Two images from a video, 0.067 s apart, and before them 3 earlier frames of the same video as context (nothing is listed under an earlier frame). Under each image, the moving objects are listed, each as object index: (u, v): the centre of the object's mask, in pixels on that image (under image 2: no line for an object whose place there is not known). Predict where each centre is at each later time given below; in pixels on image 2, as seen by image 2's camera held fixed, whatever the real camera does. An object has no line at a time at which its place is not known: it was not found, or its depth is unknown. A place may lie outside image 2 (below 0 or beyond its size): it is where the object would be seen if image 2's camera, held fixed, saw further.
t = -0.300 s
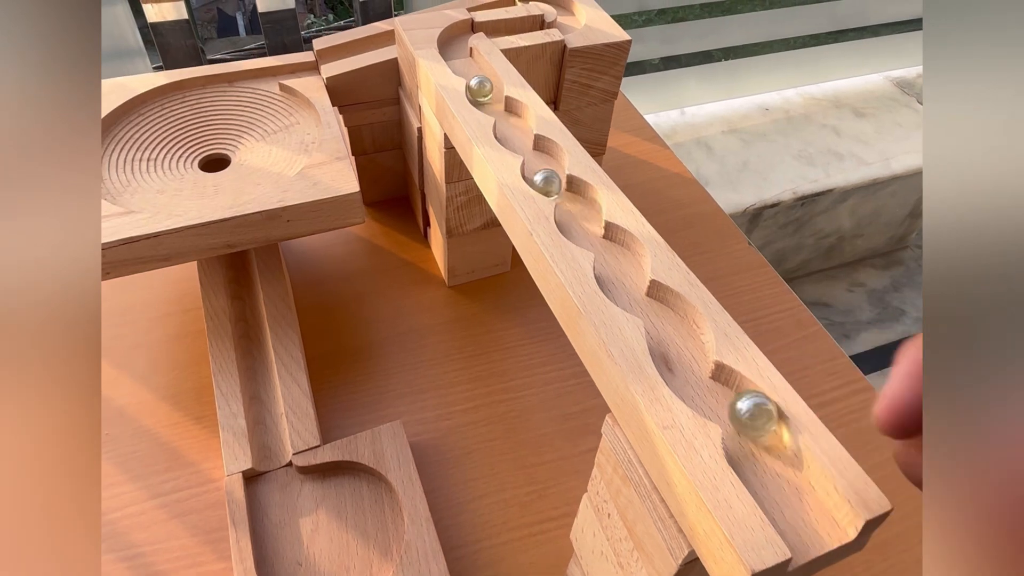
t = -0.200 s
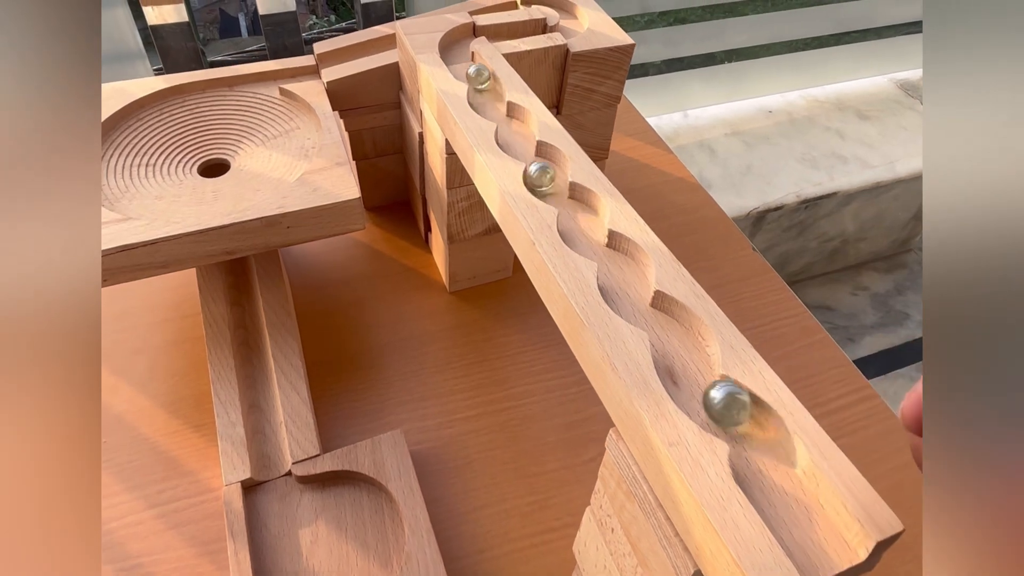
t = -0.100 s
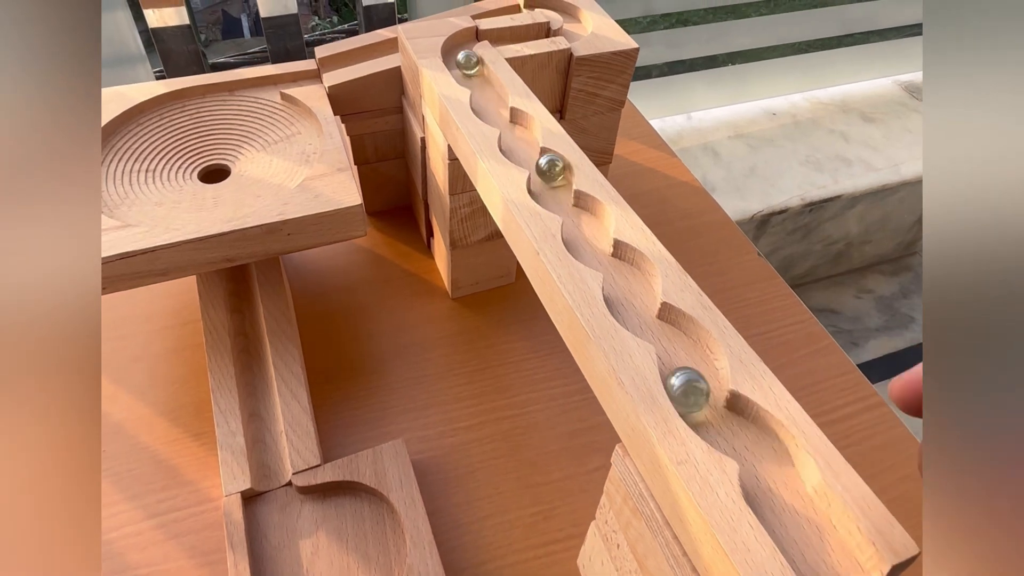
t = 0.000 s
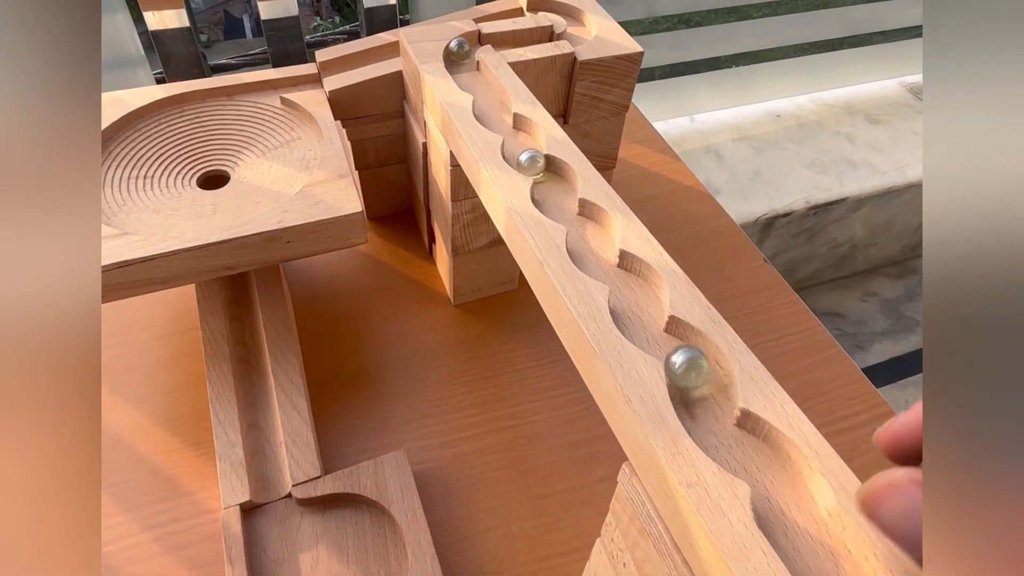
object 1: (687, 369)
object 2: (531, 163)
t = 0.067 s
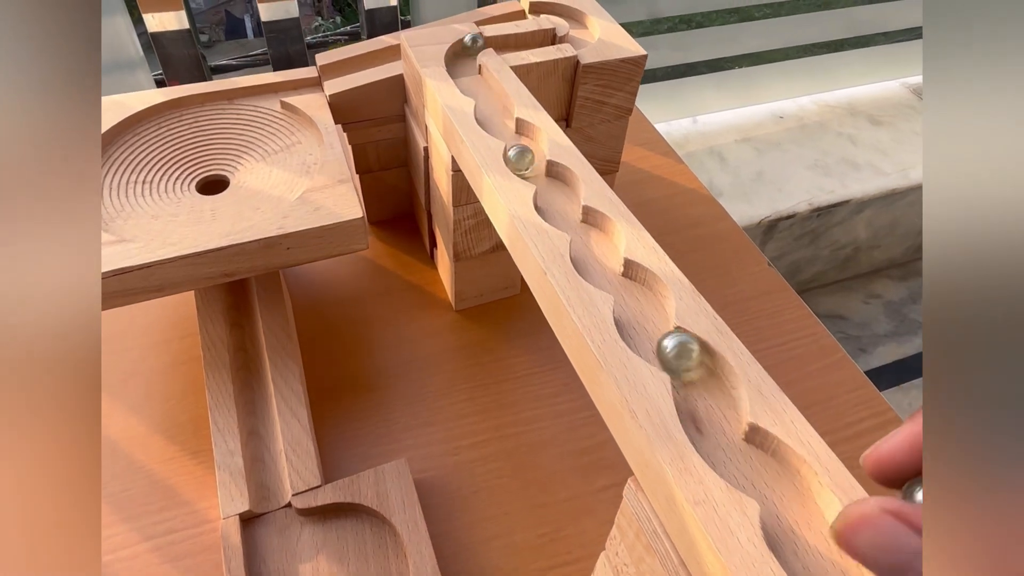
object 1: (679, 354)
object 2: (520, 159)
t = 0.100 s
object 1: (663, 348)
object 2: (523, 154)
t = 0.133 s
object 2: (524, 148)
